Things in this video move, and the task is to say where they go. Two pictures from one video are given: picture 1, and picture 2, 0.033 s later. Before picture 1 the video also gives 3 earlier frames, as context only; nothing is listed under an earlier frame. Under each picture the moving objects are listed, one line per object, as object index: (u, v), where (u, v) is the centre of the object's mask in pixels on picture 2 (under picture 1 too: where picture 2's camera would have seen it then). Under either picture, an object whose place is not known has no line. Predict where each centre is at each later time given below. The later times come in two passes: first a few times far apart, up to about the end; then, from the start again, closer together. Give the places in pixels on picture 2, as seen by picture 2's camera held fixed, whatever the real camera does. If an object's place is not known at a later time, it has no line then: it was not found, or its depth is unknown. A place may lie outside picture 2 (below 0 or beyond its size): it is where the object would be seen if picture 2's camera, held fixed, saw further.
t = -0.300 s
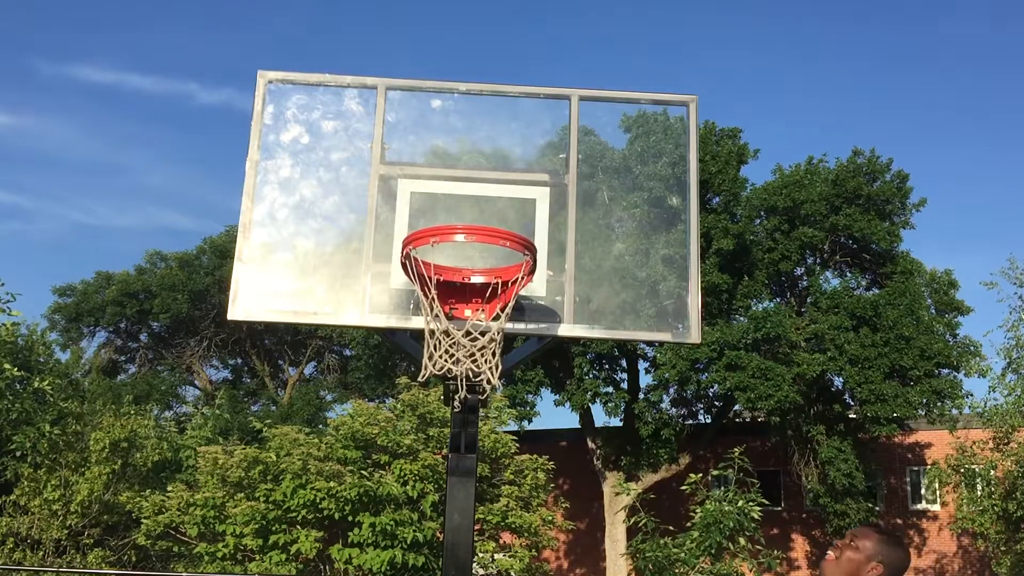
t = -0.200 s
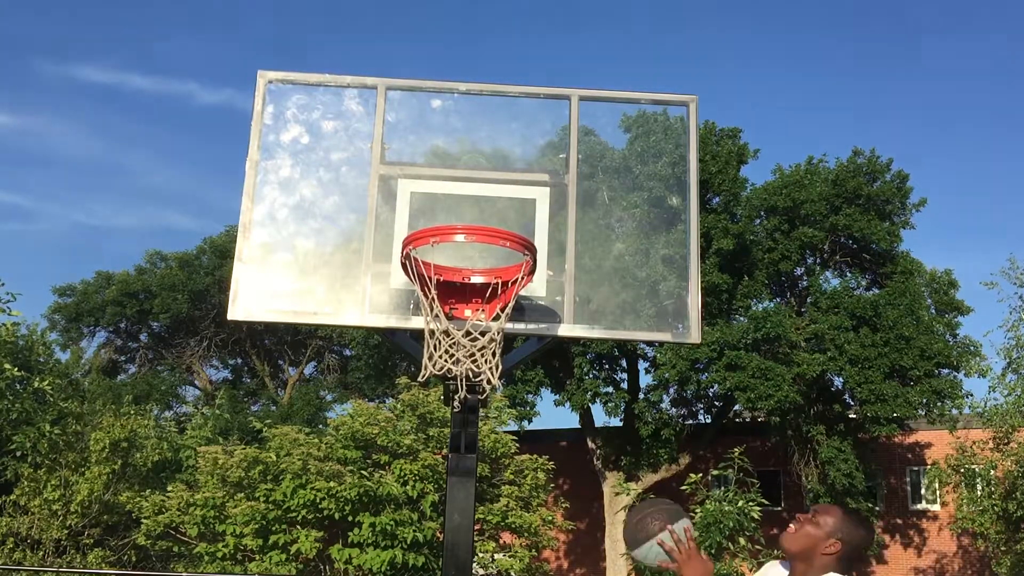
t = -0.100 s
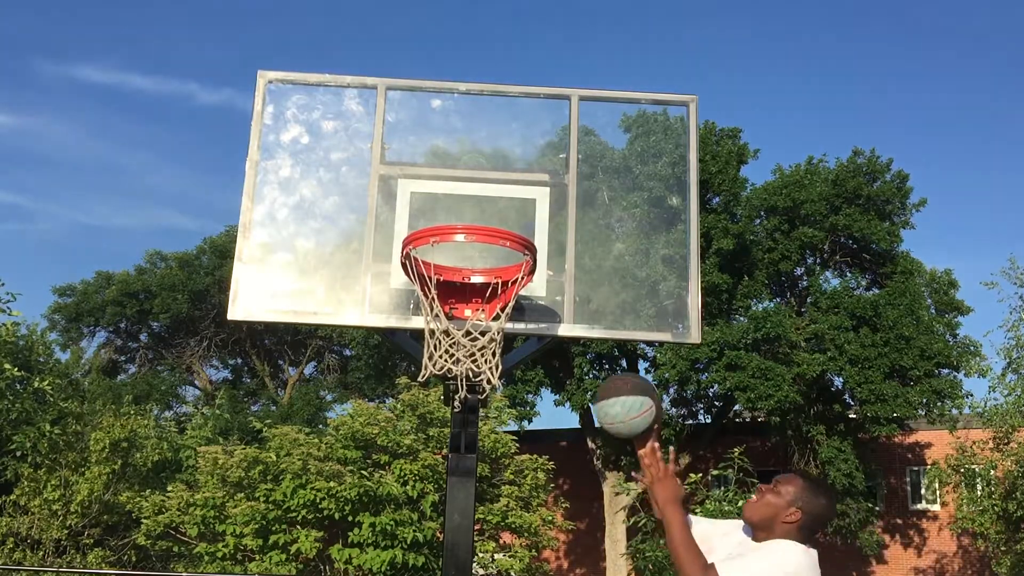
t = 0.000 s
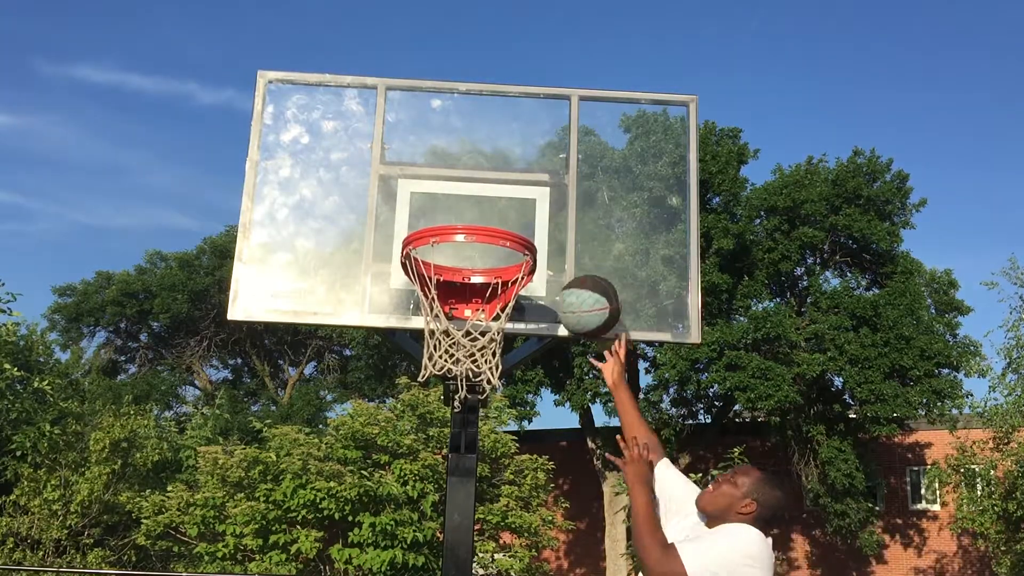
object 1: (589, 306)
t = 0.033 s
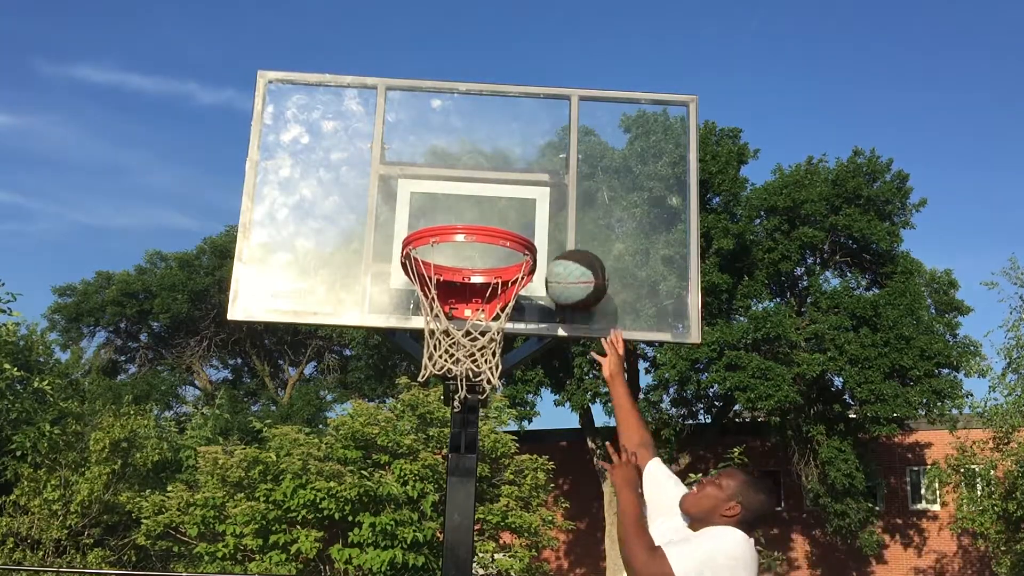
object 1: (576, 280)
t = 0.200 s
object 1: (518, 197)
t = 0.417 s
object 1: (468, 189)
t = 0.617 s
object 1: (458, 206)
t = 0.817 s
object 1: (504, 186)
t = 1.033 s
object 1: (540, 203)
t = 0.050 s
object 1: (570, 268)
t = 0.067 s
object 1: (565, 258)
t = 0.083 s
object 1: (560, 248)
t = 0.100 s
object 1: (555, 238)
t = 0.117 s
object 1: (549, 228)
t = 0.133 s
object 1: (542, 220)
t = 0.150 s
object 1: (536, 213)
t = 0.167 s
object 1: (529, 207)
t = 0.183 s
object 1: (524, 203)
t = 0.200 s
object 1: (518, 197)
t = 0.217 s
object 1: (513, 192)
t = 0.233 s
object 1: (510, 188)
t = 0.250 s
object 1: (506, 185)
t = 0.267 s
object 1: (503, 183)
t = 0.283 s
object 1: (500, 182)
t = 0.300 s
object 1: (496, 181)
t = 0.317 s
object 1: (492, 180)
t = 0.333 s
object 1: (488, 180)
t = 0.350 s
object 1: (484, 180)
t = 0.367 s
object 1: (480, 182)
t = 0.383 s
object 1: (476, 183)
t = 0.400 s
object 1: (472, 185)
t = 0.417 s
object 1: (468, 189)
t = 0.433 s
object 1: (464, 194)
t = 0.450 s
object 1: (459, 197)
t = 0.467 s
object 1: (455, 200)
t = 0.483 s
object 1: (450, 204)
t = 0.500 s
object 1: (446, 208)
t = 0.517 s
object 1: (454, 211)
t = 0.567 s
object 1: (447, 225)
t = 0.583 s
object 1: (447, 218)
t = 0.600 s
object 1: (452, 208)
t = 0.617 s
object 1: (458, 206)
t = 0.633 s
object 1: (462, 204)
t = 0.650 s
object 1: (467, 203)
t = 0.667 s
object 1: (471, 201)
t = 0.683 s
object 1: (475, 201)
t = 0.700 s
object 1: (479, 201)
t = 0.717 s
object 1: (484, 201)
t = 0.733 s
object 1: (489, 201)
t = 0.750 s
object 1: (493, 202)
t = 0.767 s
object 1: (496, 198)
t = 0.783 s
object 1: (499, 194)
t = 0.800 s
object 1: (502, 190)
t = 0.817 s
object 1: (504, 186)
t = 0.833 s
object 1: (507, 184)
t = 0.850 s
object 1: (510, 181)
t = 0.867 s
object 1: (513, 179)
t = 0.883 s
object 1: (516, 178)
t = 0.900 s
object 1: (519, 178)
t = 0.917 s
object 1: (522, 178)
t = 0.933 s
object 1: (524, 180)
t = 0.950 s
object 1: (527, 181)
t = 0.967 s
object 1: (530, 184)
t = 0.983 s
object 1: (532, 188)
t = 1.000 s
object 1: (535, 192)
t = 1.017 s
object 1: (538, 197)
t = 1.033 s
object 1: (540, 203)
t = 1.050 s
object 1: (543, 210)
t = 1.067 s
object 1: (546, 217)
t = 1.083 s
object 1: (548, 225)
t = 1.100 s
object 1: (550, 234)
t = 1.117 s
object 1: (553, 244)
